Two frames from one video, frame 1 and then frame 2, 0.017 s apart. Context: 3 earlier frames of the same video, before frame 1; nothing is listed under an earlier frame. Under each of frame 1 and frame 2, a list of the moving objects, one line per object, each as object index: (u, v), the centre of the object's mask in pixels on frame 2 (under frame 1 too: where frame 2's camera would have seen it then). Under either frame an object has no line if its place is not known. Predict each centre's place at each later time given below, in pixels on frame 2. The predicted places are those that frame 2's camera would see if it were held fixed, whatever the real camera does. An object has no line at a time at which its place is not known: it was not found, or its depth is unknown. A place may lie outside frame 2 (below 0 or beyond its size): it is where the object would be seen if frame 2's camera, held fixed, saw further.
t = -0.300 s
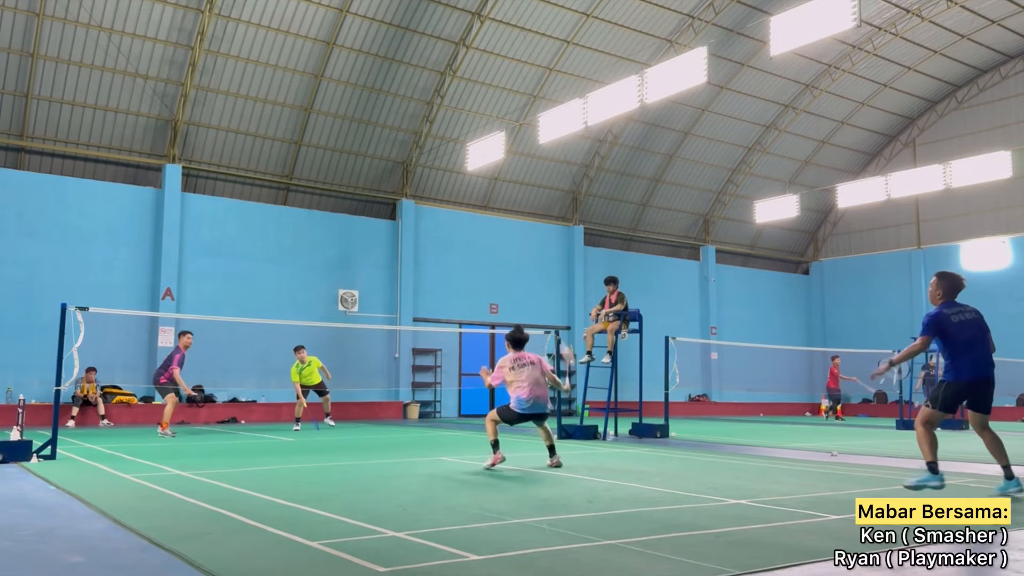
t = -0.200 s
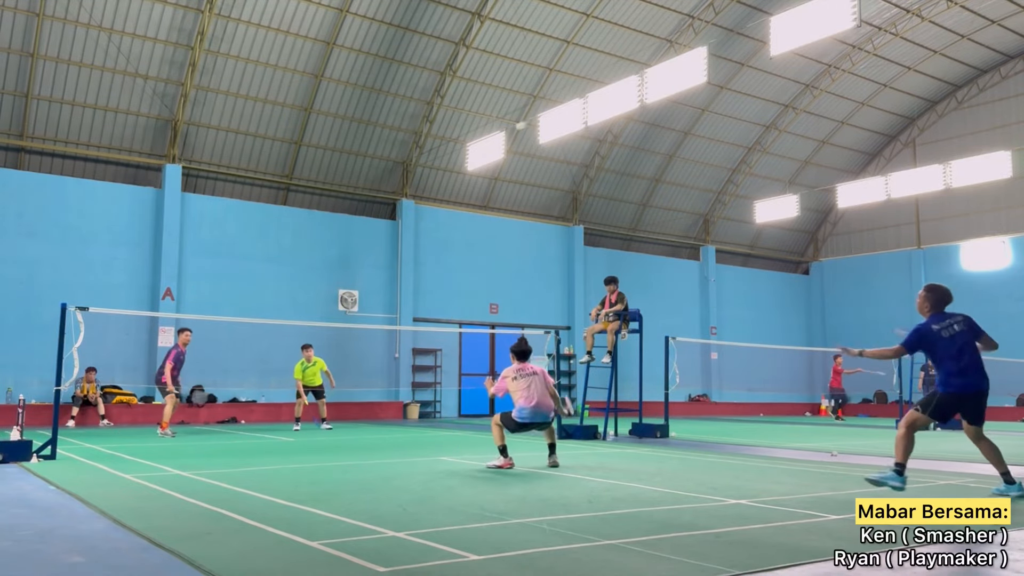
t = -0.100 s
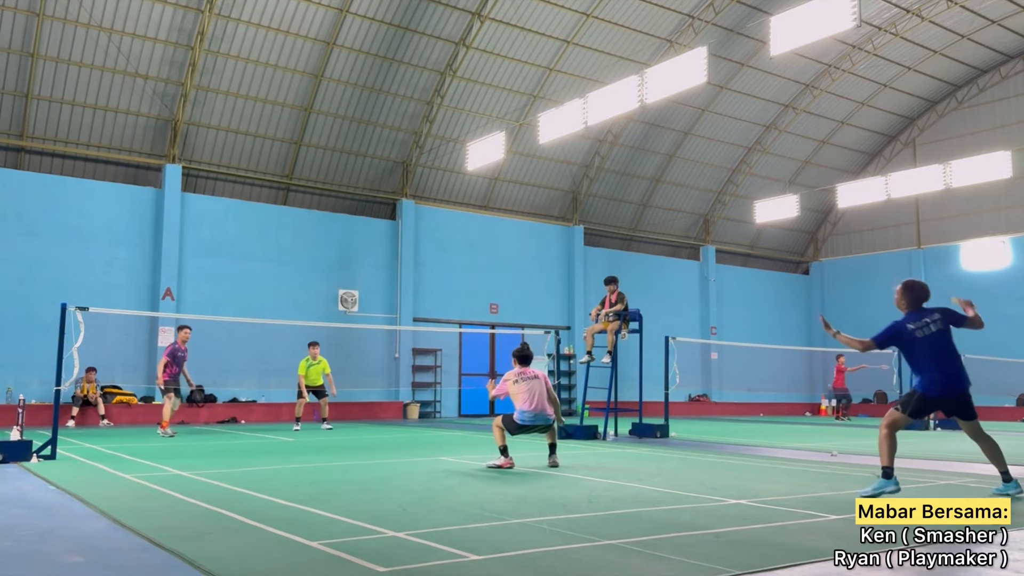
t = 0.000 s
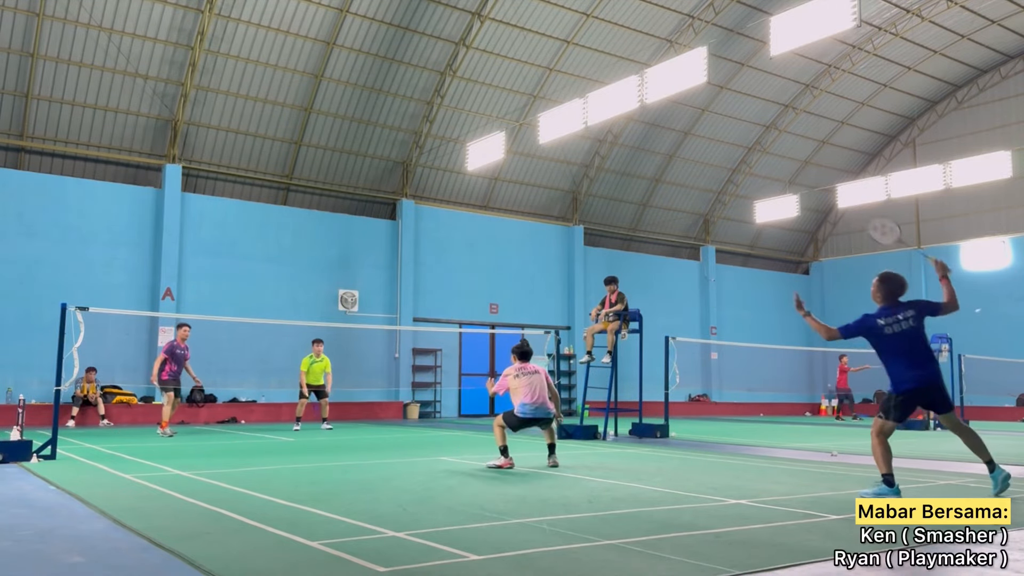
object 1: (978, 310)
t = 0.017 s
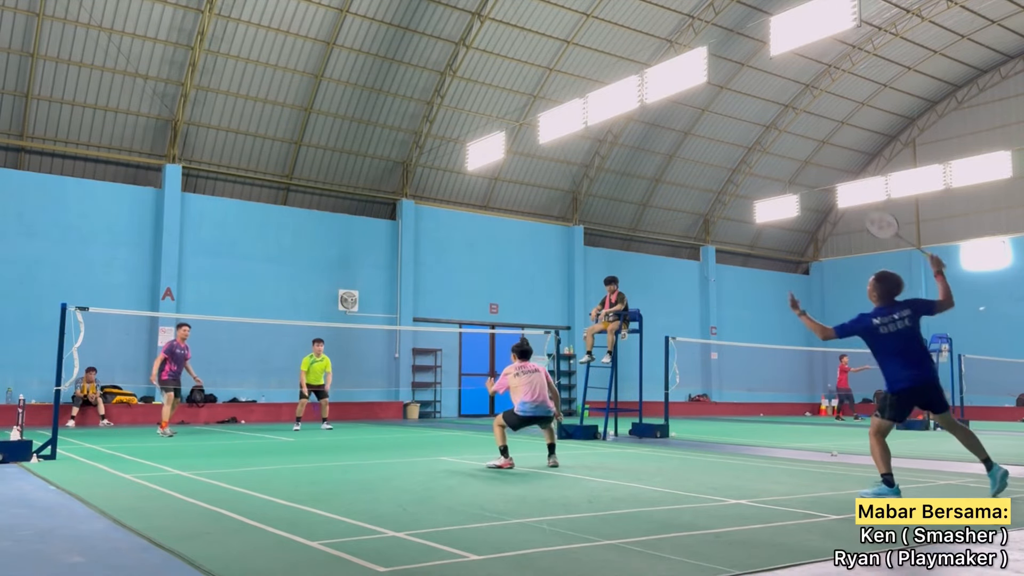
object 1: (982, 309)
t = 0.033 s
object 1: (986, 306)
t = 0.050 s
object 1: (989, 305)
